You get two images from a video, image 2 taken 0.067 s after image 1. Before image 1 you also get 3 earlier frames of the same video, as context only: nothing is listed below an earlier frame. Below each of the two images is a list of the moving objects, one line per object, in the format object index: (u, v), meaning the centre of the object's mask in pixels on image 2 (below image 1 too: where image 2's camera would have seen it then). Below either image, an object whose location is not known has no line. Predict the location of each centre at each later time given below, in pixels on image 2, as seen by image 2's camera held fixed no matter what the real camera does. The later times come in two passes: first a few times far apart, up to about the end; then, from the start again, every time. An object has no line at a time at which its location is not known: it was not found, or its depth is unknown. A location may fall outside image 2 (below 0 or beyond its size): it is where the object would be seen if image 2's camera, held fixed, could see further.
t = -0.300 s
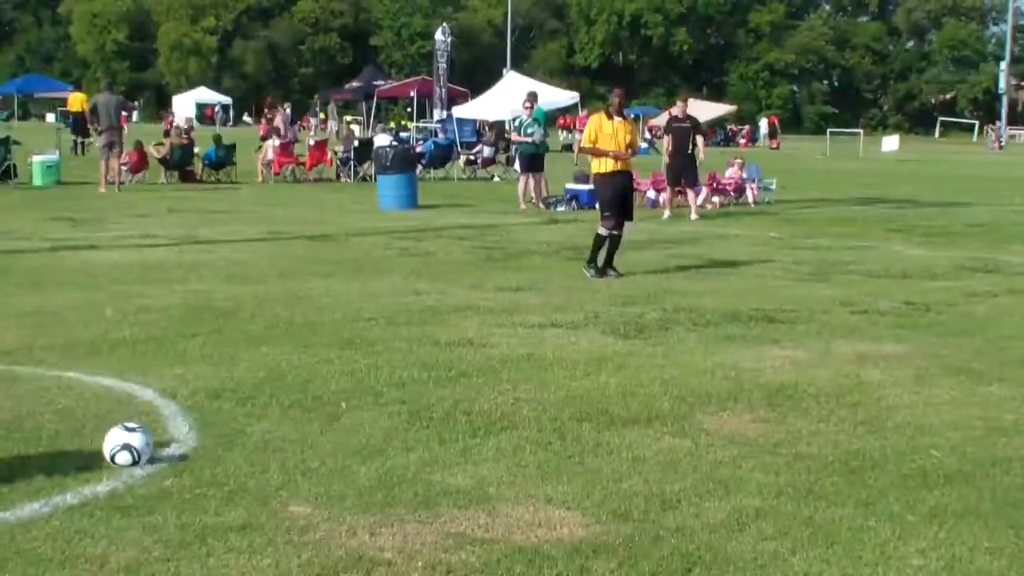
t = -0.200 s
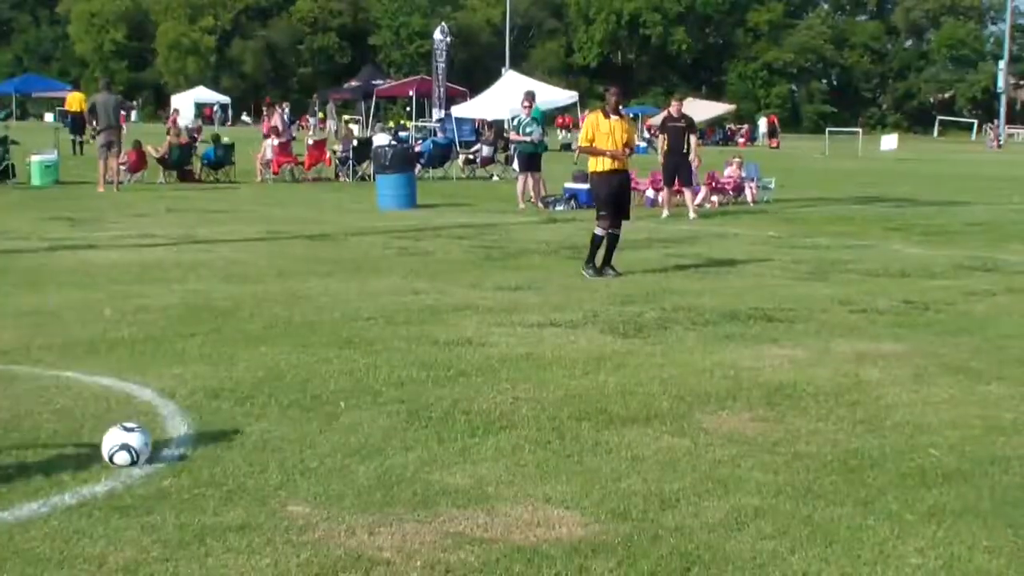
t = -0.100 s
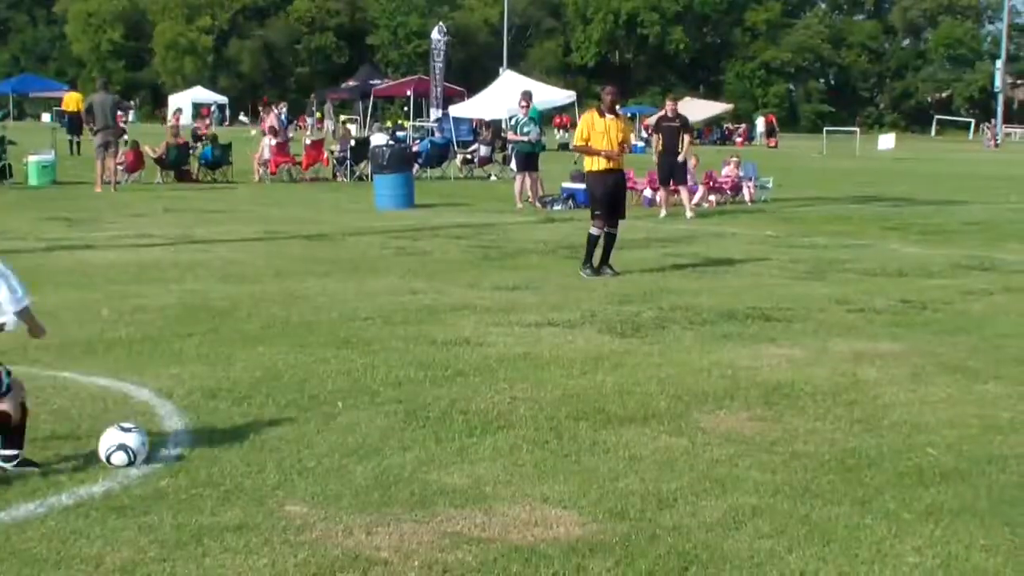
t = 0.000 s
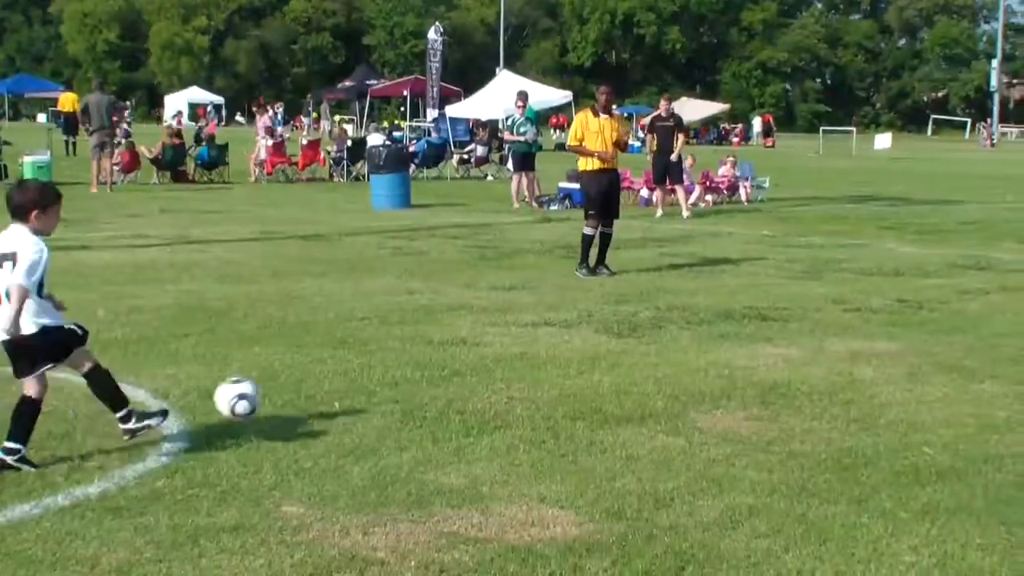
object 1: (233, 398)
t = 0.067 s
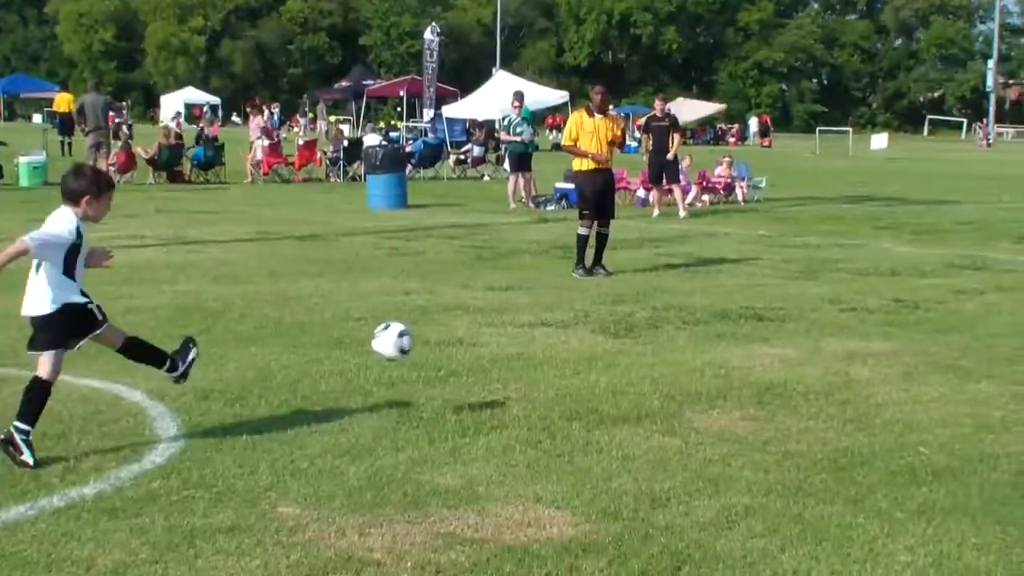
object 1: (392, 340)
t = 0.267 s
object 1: (741, 259)
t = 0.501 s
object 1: (1004, 273)
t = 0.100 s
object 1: (462, 319)
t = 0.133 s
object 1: (527, 301)
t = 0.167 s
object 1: (587, 286)
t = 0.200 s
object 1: (642, 274)
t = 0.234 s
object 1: (693, 264)
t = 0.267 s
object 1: (741, 259)
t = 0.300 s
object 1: (786, 256)
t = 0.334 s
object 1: (828, 255)
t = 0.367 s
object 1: (867, 256)
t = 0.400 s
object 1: (903, 259)
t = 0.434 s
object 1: (939, 262)
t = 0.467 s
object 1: (972, 267)
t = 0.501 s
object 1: (1004, 273)
